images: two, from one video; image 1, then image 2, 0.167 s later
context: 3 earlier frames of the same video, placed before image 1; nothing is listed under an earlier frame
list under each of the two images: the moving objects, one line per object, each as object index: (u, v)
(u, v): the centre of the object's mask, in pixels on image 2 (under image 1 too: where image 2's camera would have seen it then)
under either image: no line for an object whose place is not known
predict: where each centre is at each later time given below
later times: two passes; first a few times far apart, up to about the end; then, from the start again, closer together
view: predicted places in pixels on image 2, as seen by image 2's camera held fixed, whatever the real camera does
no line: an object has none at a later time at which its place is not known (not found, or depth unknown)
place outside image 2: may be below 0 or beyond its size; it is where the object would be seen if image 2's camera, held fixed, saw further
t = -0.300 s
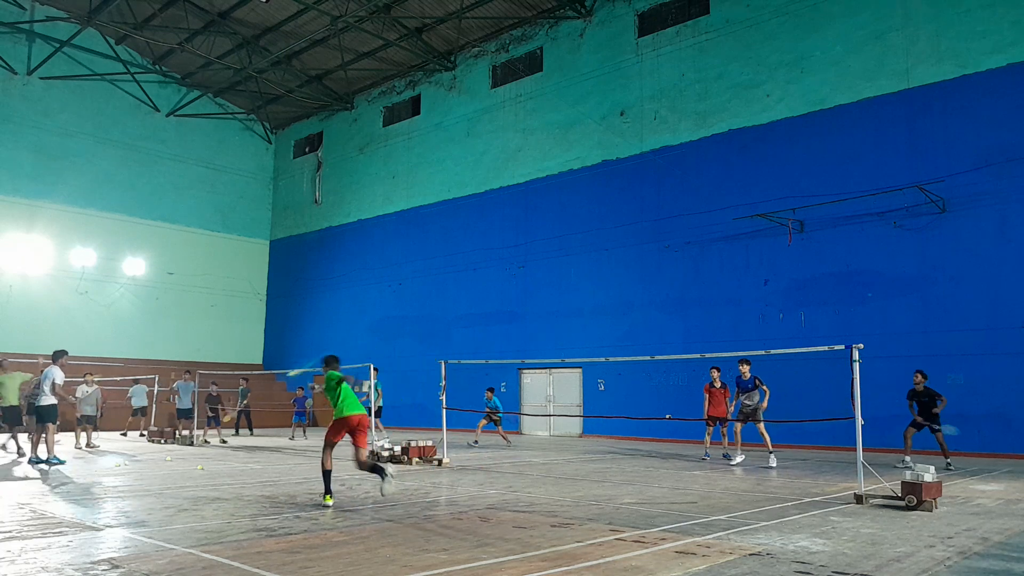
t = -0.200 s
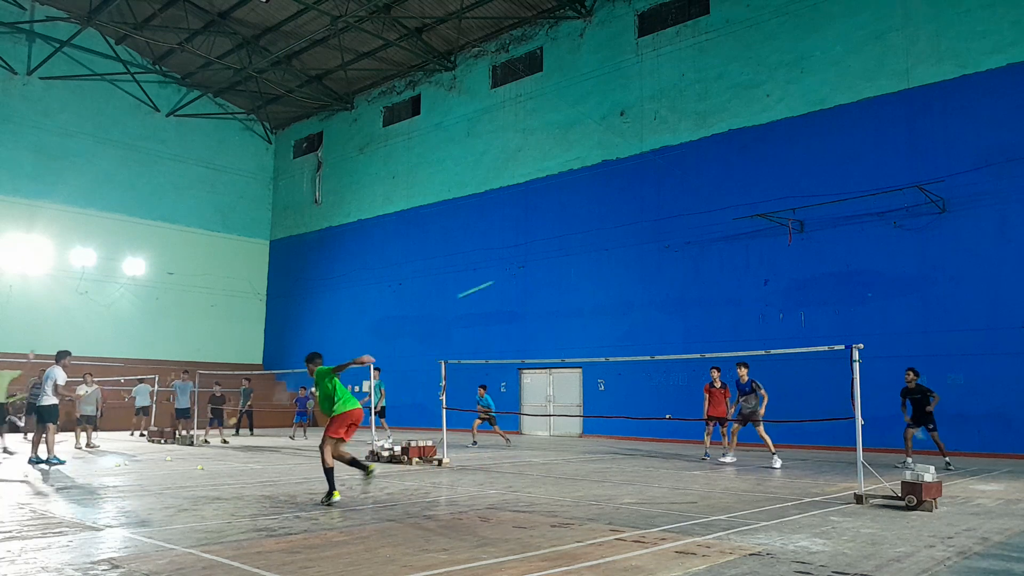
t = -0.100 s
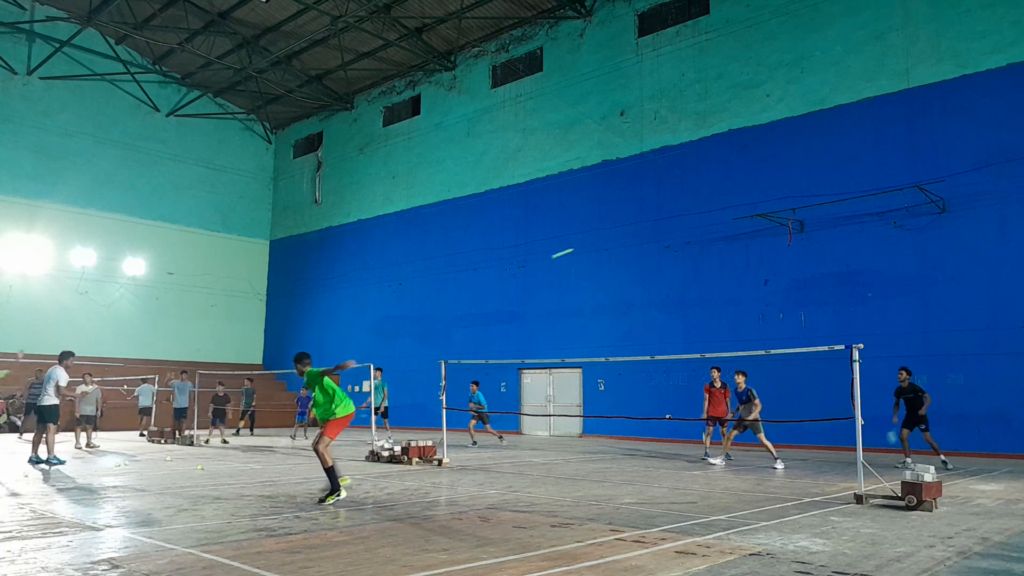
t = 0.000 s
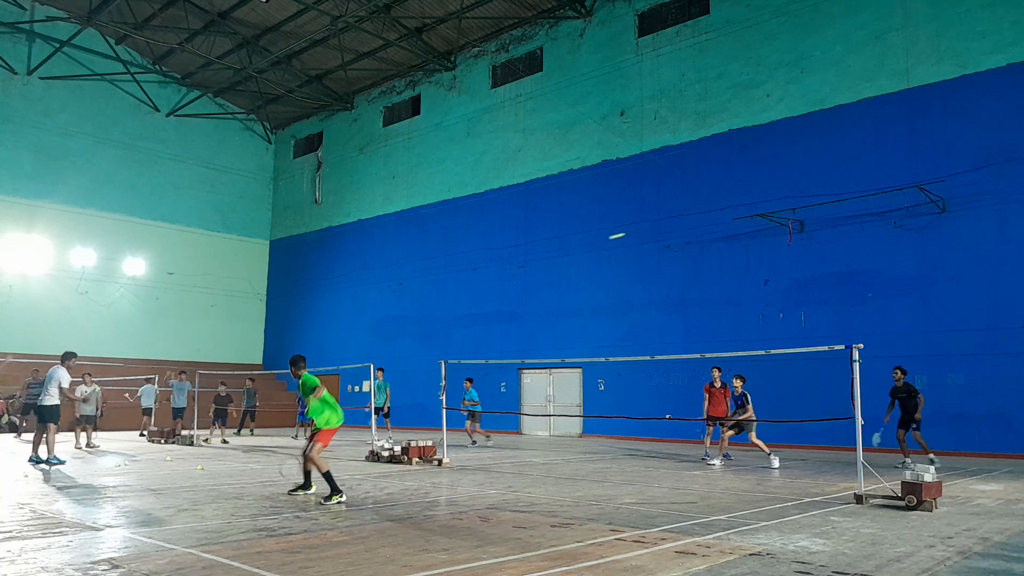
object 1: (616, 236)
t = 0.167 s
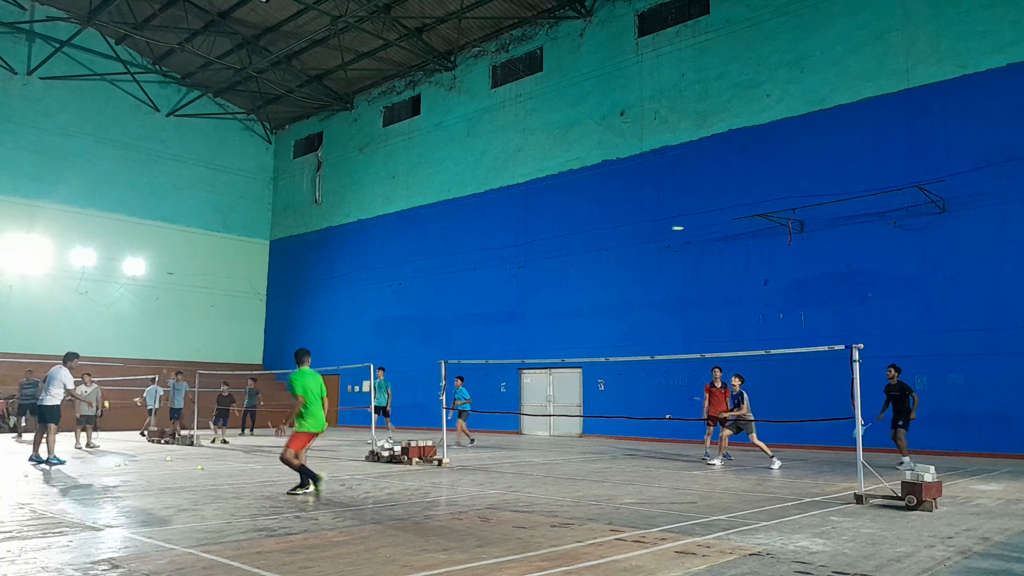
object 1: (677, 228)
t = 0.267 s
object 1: (704, 232)
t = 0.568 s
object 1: (763, 268)
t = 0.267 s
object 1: (704, 232)
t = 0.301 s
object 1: (711, 234)
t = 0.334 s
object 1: (719, 237)
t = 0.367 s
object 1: (726, 240)
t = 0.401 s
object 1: (733, 244)
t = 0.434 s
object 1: (739, 248)
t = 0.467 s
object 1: (746, 252)
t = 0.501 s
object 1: (751, 257)
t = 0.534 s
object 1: (757, 263)
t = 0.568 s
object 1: (763, 268)
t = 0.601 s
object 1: (768, 274)
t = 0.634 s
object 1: (773, 281)
